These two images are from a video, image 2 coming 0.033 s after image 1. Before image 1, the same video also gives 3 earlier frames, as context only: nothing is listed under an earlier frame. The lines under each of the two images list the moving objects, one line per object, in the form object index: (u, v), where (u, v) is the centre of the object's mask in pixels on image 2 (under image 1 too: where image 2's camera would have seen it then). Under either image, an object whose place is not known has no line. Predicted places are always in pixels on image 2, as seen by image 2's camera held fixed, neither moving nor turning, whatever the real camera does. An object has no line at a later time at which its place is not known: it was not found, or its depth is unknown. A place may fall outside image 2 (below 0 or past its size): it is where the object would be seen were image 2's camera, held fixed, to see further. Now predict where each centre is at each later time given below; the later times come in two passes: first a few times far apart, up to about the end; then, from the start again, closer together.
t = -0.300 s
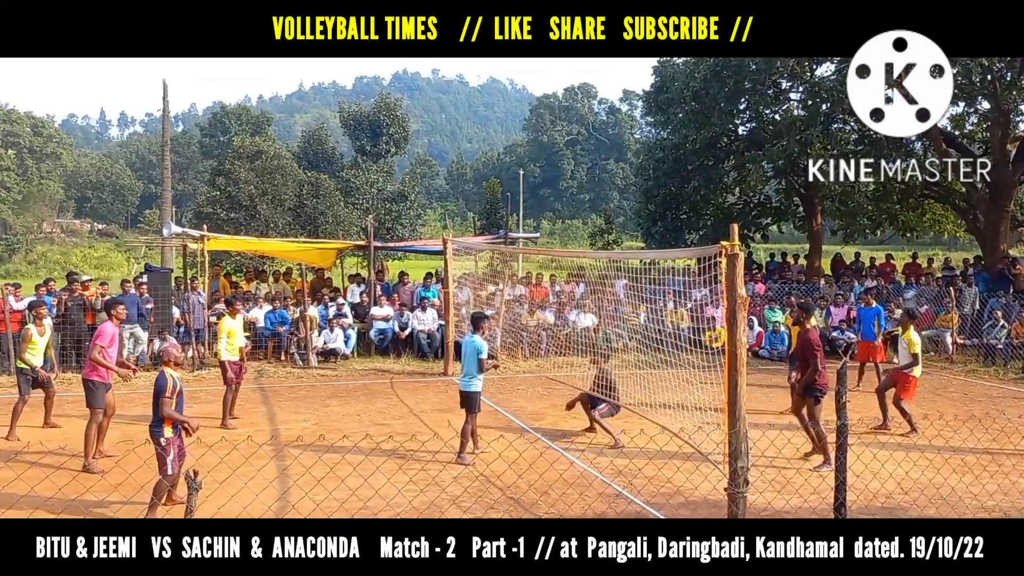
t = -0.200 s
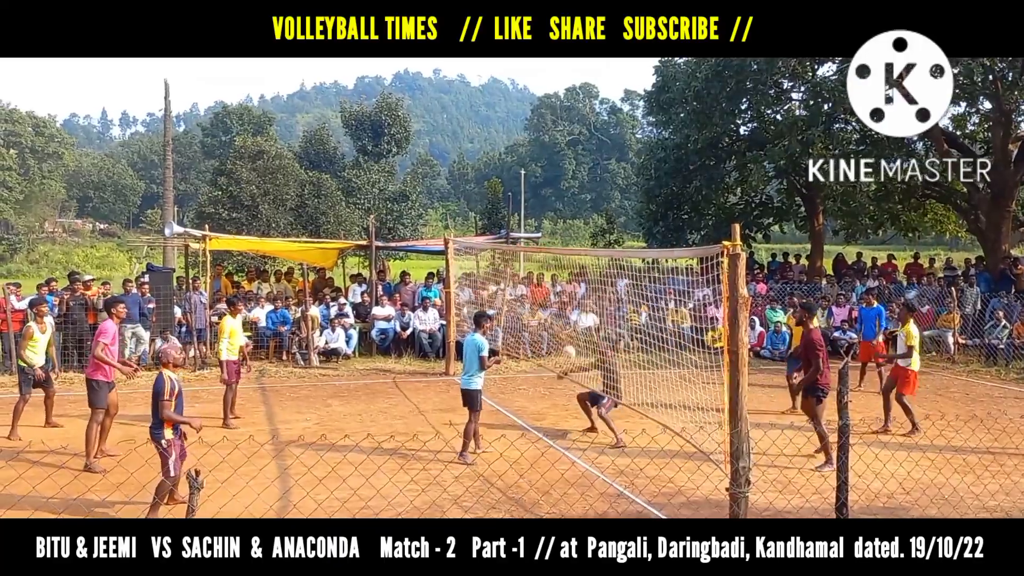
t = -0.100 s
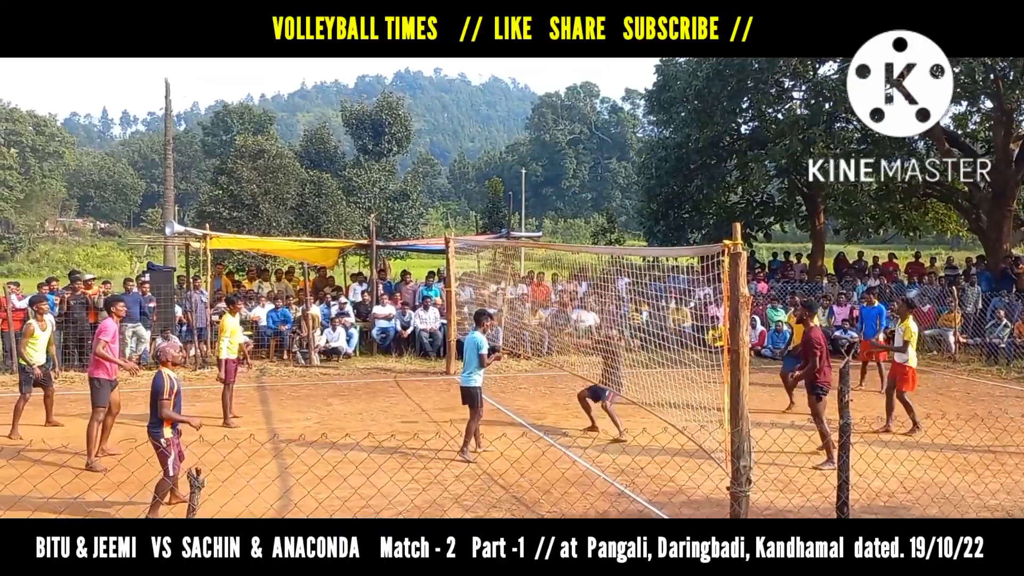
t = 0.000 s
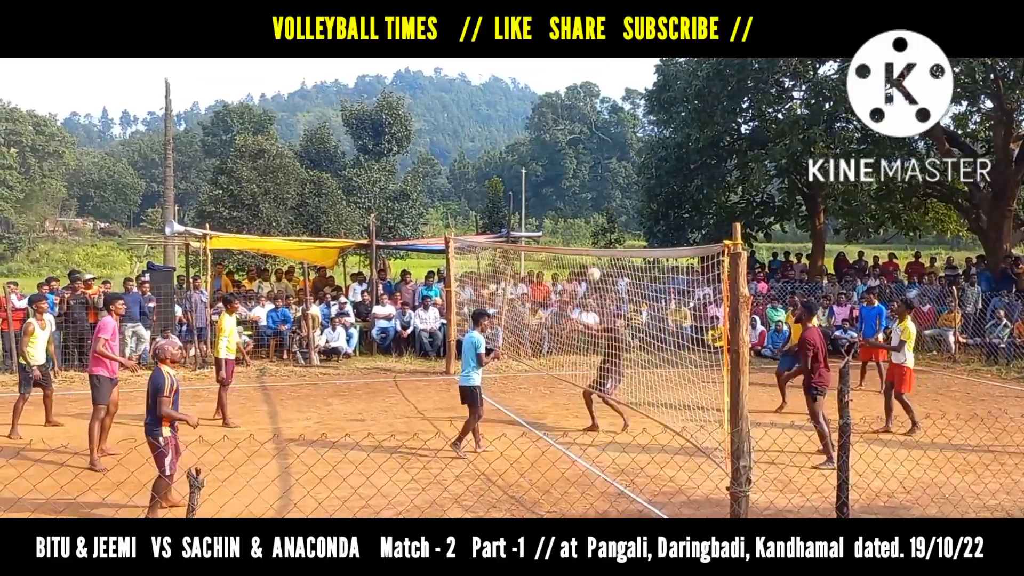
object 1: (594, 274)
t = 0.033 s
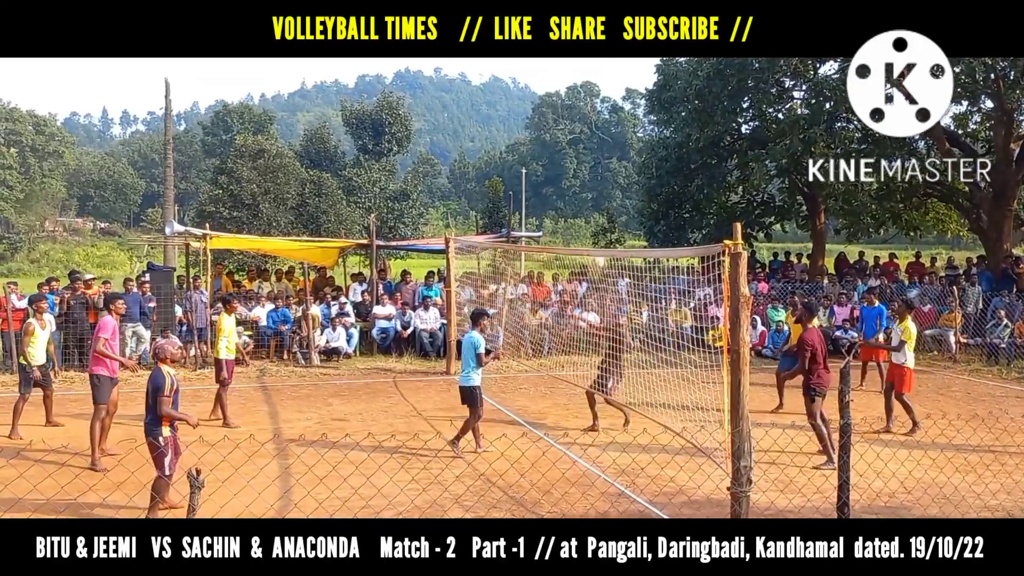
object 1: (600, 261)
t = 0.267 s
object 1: (624, 197)
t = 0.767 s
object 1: (680, 188)
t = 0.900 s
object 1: (701, 224)
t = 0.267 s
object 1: (624, 197)
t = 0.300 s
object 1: (630, 189)
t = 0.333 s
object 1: (637, 182)
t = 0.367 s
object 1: (644, 177)
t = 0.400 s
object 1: (646, 173)
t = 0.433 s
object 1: (638, 171)
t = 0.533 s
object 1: (653, 169)
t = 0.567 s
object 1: (658, 169)
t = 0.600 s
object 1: (665, 170)
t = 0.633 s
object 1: (666, 171)
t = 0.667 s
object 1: (668, 172)
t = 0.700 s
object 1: (672, 176)
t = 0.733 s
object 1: (676, 182)
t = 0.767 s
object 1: (680, 188)
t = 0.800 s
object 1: (684, 195)
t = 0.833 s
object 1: (690, 204)
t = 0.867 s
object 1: (696, 213)
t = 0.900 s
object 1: (701, 224)
